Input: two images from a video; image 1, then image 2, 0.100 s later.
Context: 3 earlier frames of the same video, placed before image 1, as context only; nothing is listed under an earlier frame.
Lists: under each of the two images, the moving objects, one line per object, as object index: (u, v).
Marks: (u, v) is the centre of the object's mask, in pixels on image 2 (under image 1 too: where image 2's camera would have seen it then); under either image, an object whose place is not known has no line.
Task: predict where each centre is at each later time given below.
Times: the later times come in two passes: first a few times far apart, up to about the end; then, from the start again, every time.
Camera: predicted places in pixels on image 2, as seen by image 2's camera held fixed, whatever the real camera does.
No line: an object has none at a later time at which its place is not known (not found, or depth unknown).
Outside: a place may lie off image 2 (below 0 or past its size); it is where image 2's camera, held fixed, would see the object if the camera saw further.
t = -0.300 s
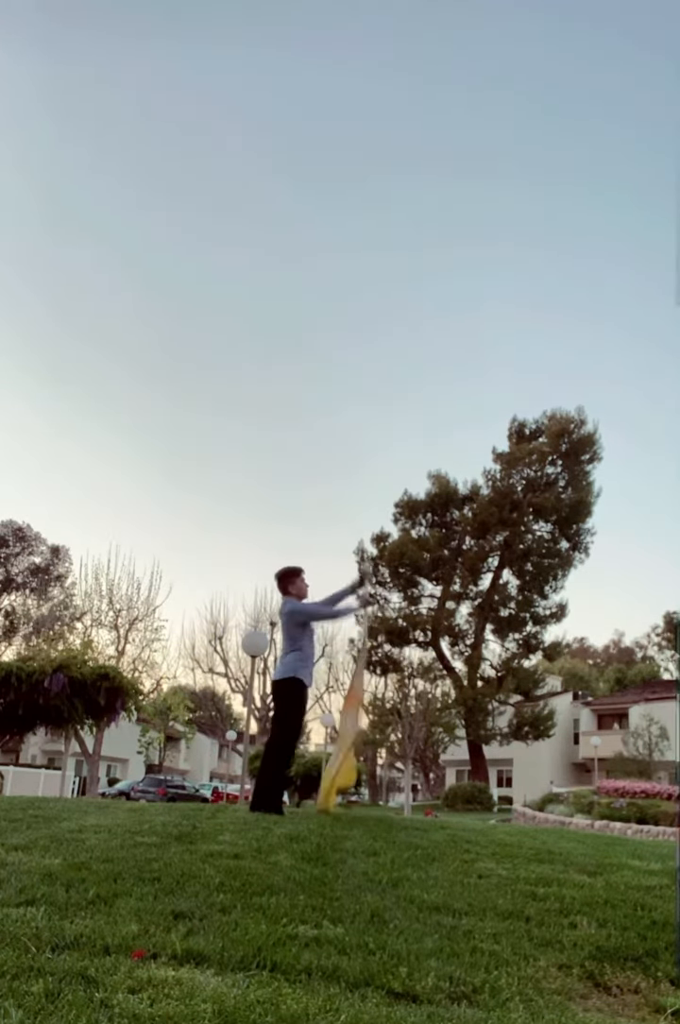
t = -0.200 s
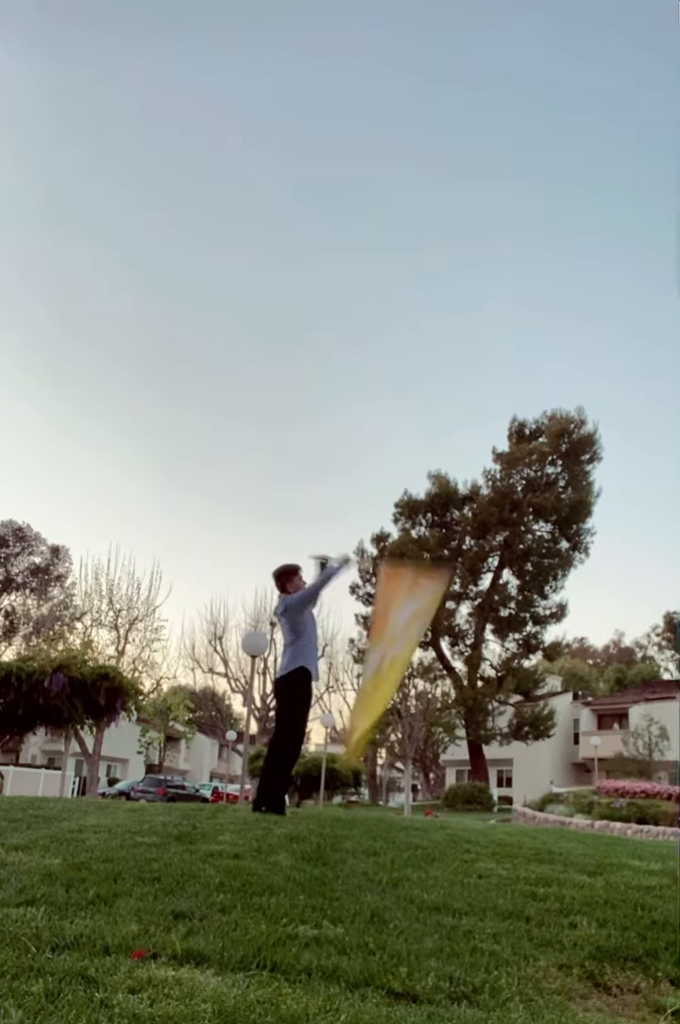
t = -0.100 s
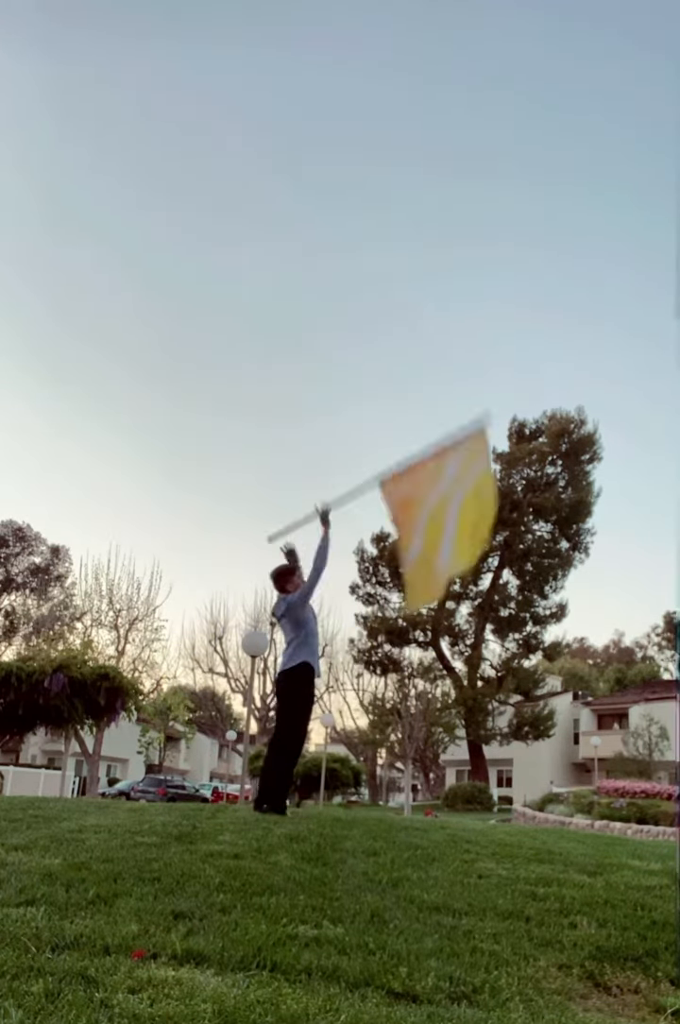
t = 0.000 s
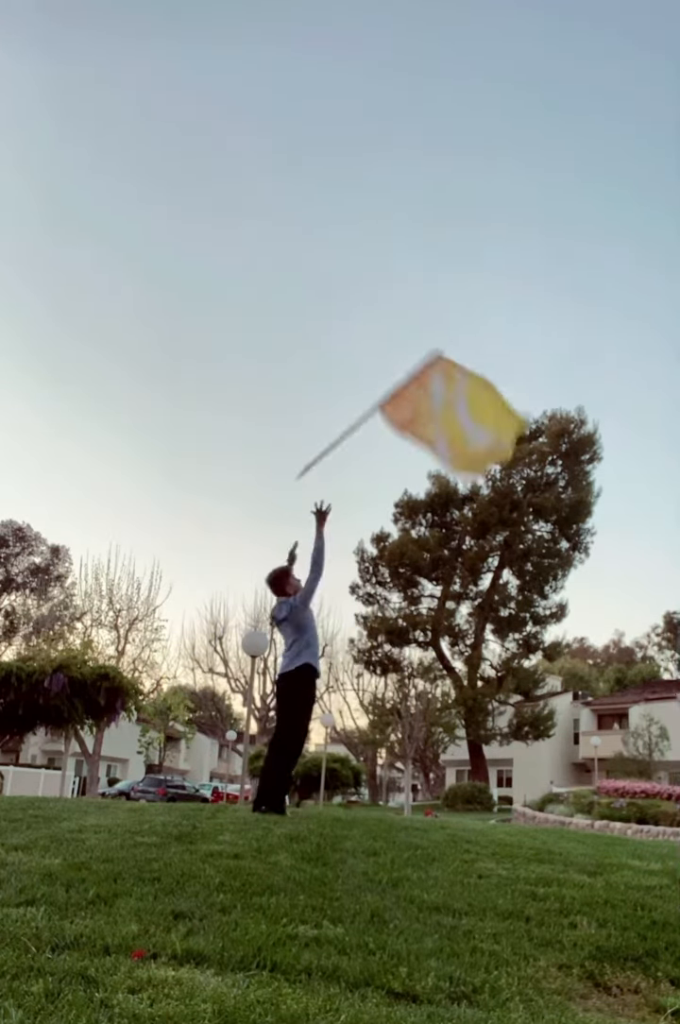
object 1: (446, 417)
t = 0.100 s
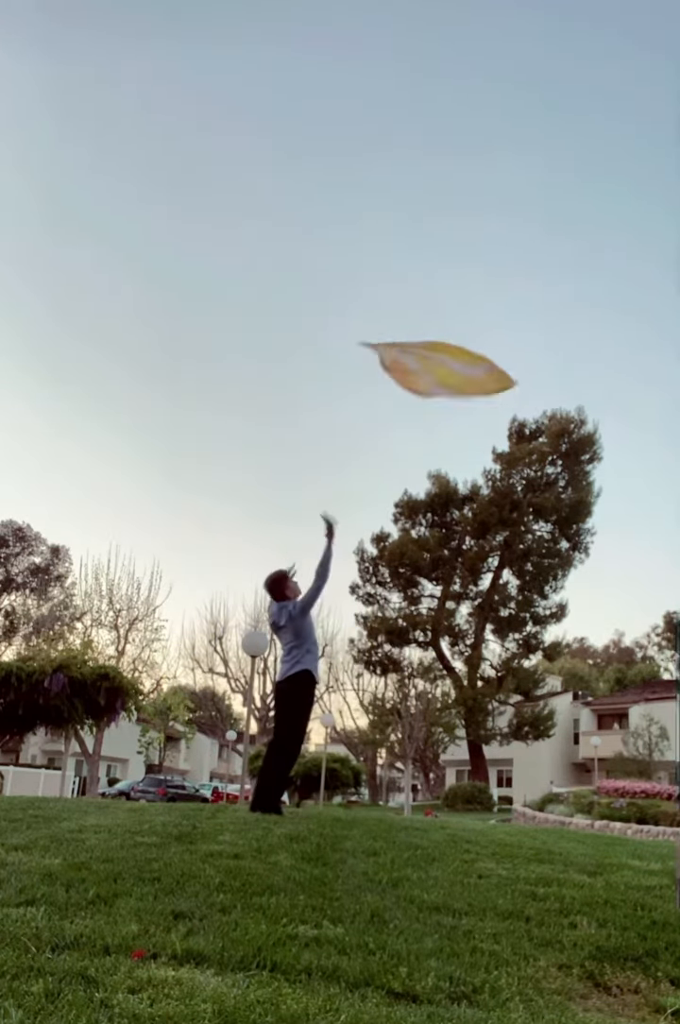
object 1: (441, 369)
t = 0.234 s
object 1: (386, 325)
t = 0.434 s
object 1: (354, 327)
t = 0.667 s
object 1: (367, 317)
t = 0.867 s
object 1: (396, 331)
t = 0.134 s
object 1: (432, 359)
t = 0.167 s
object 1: (418, 345)
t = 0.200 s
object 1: (402, 336)
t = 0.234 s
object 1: (386, 325)
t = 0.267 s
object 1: (375, 323)
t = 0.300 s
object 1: (369, 322)
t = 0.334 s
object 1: (363, 322)
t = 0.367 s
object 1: (360, 322)
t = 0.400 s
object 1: (356, 323)
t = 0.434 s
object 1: (354, 327)
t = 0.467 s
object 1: (351, 331)
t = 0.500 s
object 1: (349, 335)
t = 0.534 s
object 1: (350, 331)
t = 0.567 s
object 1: (354, 325)
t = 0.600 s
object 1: (358, 320)
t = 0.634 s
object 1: (362, 318)
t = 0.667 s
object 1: (367, 317)
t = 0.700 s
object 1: (371, 317)
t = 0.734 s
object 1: (375, 320)
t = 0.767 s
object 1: (379, 323)
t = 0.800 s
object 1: (386, 325)
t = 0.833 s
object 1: (389, 329)
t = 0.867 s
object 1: (396, 331)
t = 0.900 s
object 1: (397, 336)
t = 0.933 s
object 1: (400, 340)
